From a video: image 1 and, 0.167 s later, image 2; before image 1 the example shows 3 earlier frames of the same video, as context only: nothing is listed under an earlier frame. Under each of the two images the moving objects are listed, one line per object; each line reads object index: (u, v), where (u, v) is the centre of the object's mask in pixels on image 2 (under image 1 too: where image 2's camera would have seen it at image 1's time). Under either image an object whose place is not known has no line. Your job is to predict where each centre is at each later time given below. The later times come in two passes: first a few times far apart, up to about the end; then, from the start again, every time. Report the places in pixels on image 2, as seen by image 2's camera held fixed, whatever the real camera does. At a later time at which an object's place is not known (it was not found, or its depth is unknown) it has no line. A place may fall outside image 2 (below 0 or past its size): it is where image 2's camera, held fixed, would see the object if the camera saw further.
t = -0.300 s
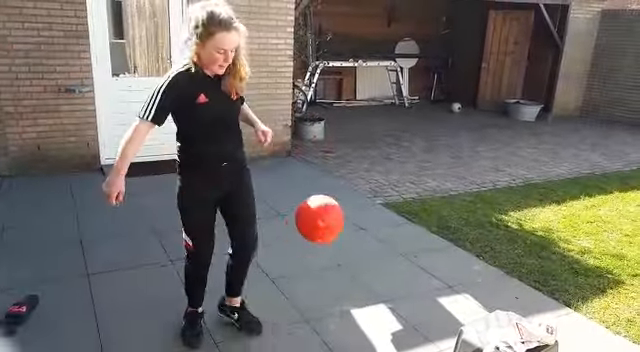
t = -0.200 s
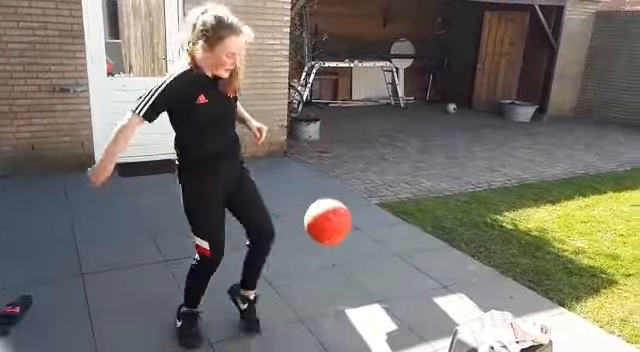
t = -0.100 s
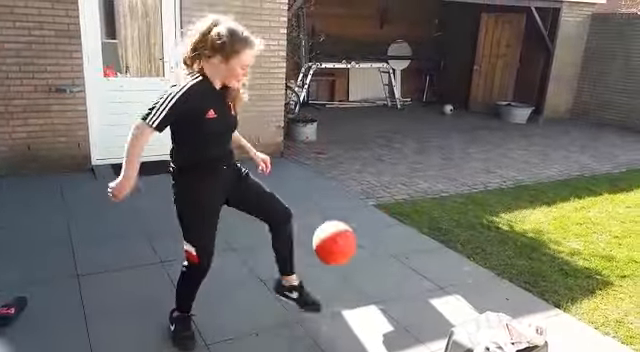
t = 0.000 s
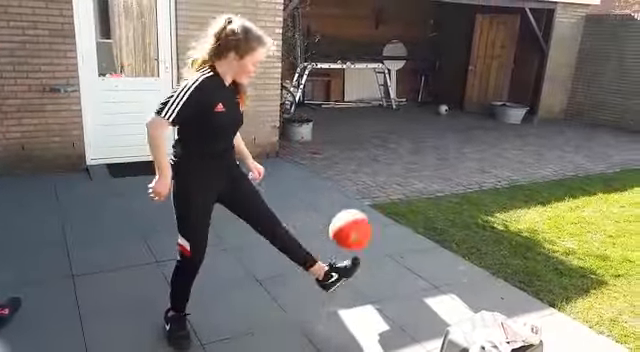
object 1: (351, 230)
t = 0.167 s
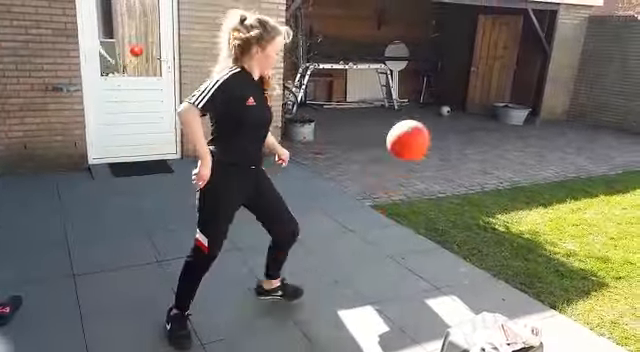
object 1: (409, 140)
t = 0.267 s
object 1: (439, 108)
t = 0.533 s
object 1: (501, 112)
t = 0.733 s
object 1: (526, 182)
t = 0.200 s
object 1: (419, 128)
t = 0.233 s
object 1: (429, 117)
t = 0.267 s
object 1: (439, 108)
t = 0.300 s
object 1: (448, 103)
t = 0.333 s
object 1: (457, 98)
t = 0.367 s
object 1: (466, 95)
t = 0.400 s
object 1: (474, 95)
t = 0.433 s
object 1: (482, 97)
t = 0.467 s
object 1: (489, 100)
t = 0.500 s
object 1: (495, 105)
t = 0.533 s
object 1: (501, 112)
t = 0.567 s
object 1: (507, 120)
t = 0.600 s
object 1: (511, 129)
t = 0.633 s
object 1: (515, 141)
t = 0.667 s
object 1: (519, 153)
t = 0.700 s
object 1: (522, 168)
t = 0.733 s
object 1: (526, 182)
